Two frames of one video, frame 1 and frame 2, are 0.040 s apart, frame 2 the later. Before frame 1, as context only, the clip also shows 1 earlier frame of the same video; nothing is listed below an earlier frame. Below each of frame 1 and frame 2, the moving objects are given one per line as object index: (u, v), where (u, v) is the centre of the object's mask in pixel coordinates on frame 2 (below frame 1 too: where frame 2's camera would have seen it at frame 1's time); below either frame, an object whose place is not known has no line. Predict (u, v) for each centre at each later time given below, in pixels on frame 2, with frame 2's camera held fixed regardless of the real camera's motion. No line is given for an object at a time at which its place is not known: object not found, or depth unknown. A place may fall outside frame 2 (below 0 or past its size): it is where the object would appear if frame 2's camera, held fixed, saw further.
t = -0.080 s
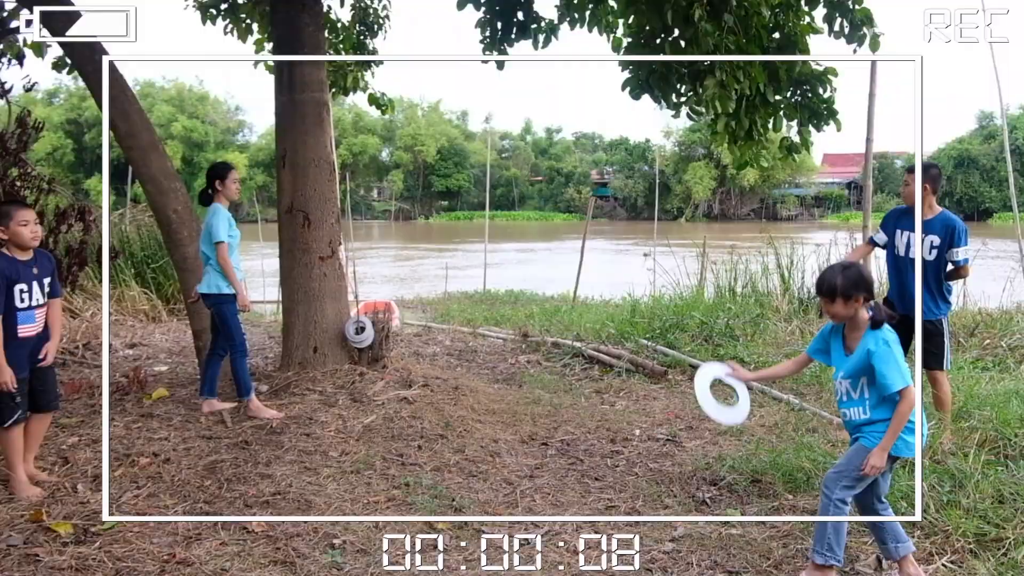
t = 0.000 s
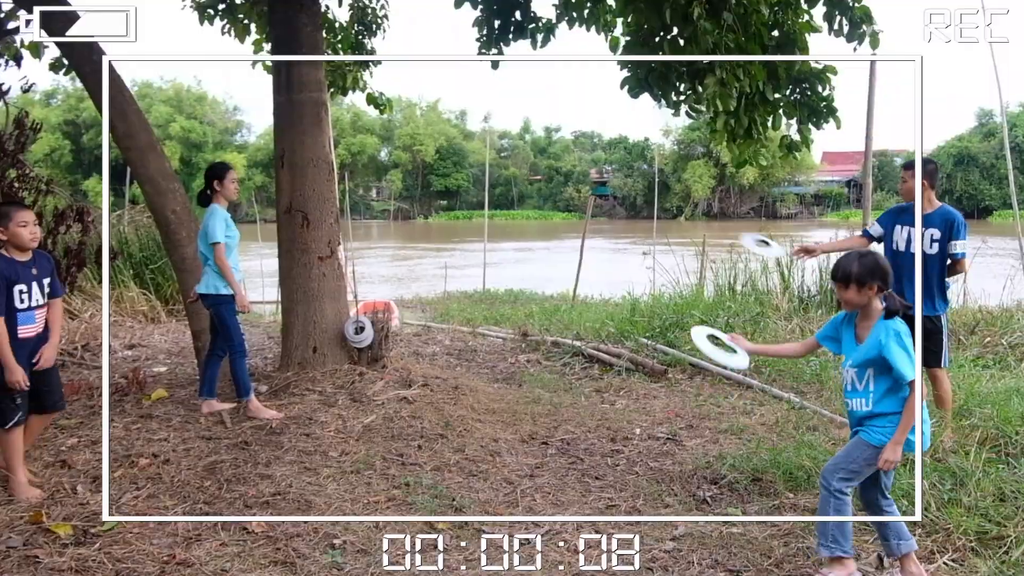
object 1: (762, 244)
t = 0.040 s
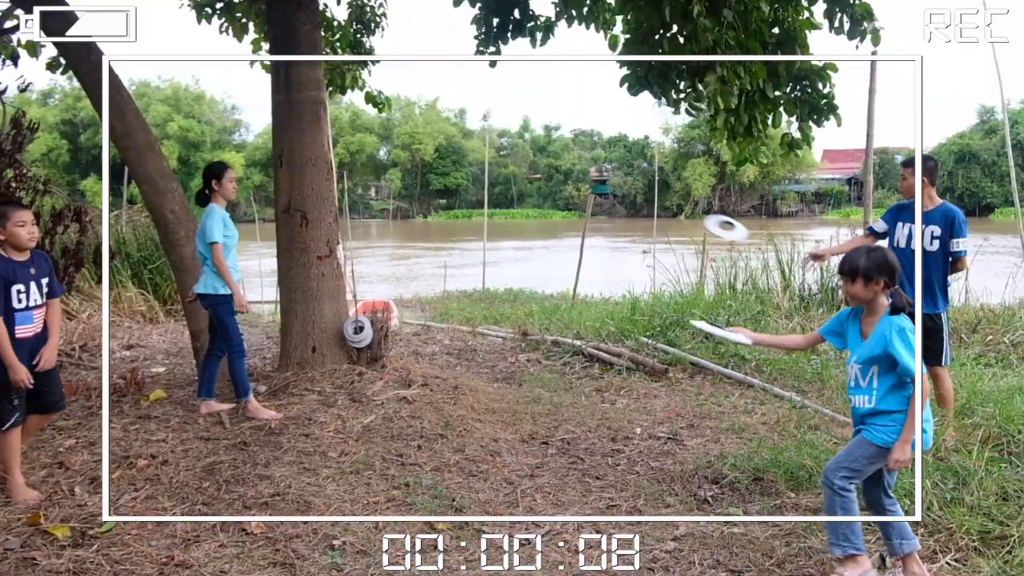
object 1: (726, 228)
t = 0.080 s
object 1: (694, 211)
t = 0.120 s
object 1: (666, 195)
